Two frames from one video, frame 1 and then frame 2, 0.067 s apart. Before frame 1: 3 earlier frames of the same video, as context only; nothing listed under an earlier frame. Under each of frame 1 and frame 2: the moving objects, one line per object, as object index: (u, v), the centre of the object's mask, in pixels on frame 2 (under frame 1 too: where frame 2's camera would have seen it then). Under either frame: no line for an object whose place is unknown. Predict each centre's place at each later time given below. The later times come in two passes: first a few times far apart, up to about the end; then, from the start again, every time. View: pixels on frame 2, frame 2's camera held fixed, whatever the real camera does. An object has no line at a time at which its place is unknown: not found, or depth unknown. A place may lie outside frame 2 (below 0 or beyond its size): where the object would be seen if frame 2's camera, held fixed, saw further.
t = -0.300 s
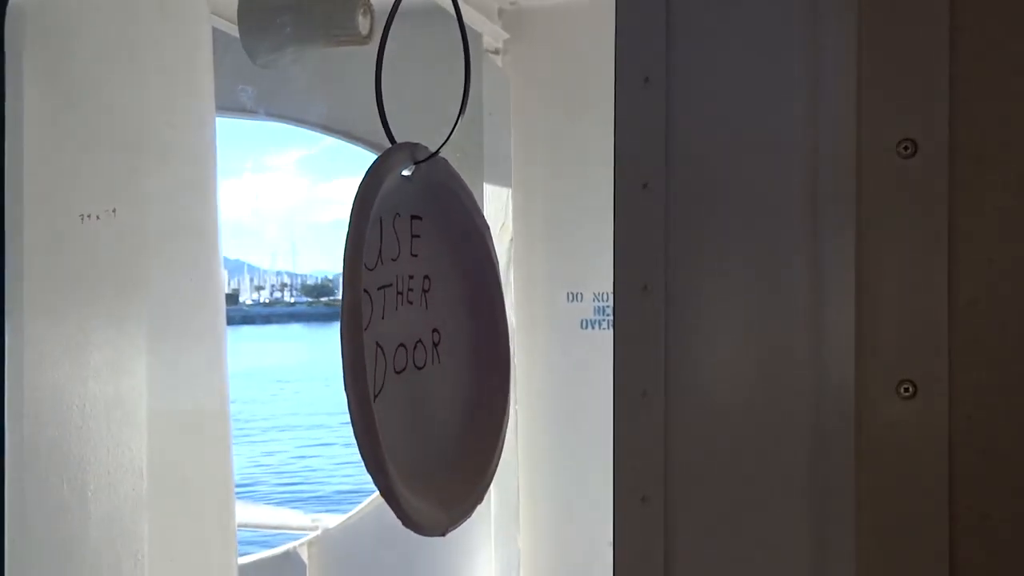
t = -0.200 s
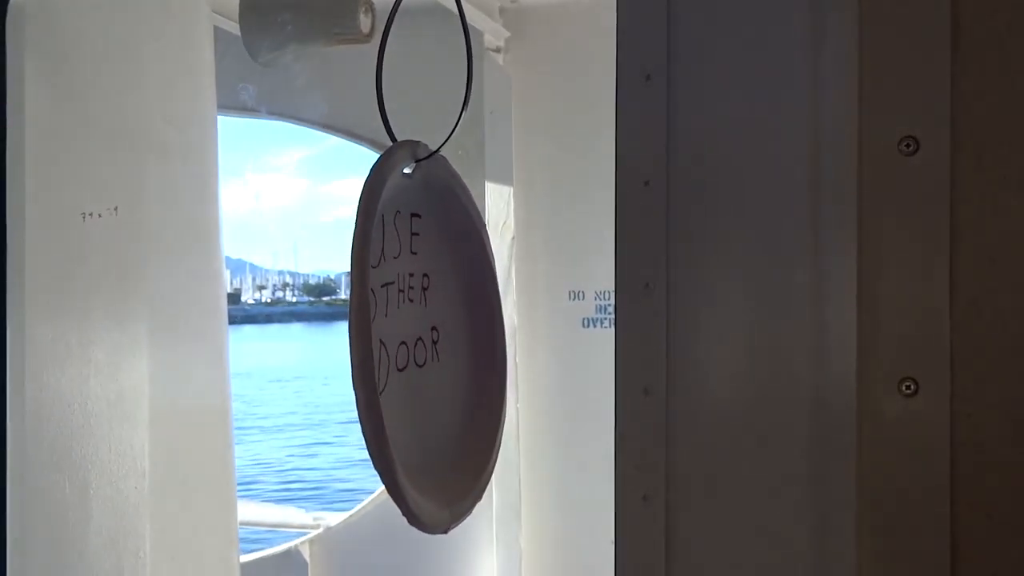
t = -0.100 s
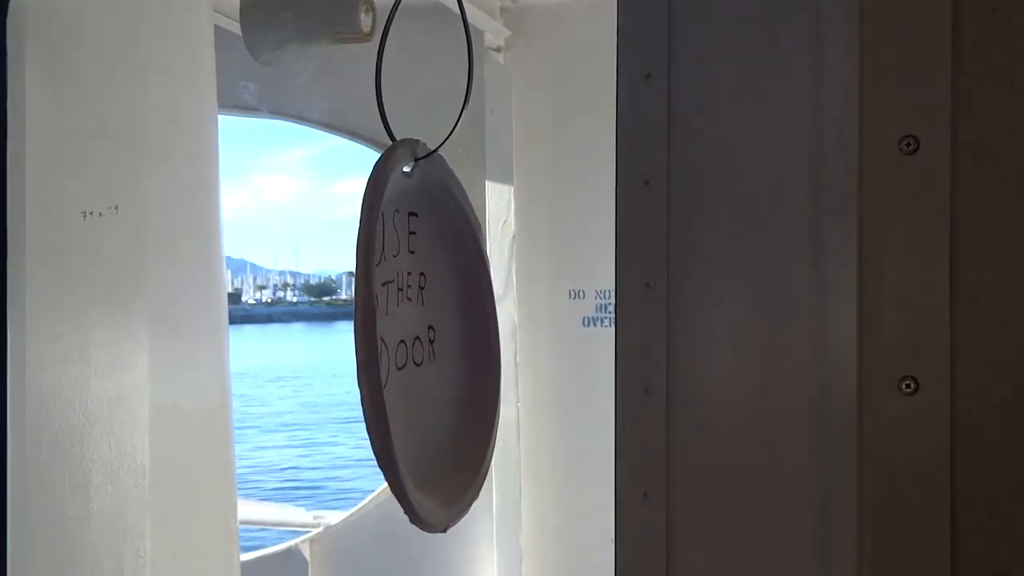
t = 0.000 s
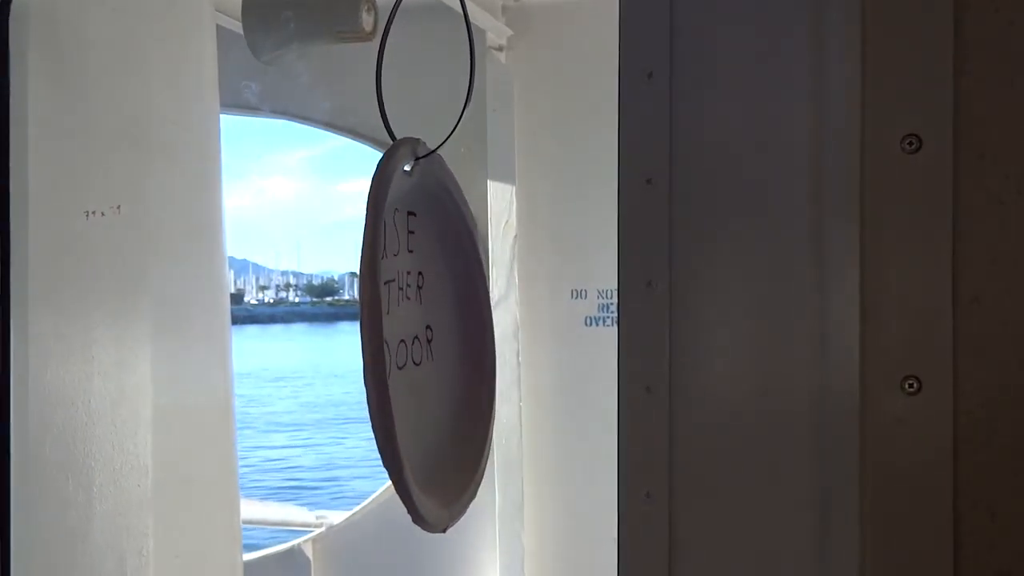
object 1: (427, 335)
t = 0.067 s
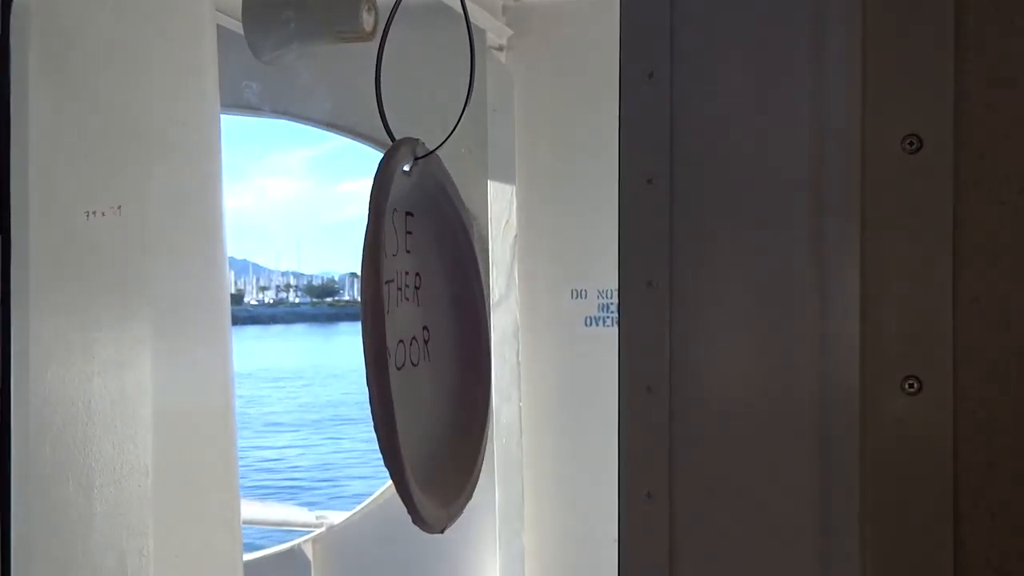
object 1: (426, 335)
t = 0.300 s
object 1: (418, 334)
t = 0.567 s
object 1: (413, 333)
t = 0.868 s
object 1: (416, 333)
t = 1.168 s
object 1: (430, 335)
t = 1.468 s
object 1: (435, 336)
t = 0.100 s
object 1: (425, 336)
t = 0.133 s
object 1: (423, 336)
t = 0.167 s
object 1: (422, 336)
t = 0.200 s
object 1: (421, 336)
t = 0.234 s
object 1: (420, 335)
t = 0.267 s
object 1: (419, 335)
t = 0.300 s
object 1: (418, 334)
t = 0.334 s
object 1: (416, 335)
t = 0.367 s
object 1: (416, 334)
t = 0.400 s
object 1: (415, 333)
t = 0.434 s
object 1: (414, 333)
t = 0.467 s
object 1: (413, 332)
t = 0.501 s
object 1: (413, 333)
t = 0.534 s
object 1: (413, 332)
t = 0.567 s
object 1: (413, 333)
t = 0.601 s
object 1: (413, 333)
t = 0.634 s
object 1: (414, 333)
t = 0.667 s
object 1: (415, 333)
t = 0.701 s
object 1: (415, 333)
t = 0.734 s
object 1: (416, 333)
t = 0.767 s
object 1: (416, 332)
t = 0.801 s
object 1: (416, 333)
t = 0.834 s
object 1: (417, 332)
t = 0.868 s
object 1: (416, 333)
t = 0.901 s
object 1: (418, 334)
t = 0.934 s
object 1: (420, 334)
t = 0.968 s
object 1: (422, 334)
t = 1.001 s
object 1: (424, 334)
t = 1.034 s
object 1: (425, 335)
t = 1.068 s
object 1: (426, 335)
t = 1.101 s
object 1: (428, 335)
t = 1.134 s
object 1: (429, 336)
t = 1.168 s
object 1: (430, 335)
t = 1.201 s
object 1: (431, 336)
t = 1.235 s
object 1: (432, 336)
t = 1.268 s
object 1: (433, 335)
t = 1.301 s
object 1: (434, 336)
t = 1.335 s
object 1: (434, 336)
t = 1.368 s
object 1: (435, 336)
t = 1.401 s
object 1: (434, 336)
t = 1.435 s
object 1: (435, 336)
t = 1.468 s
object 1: (435, 336)
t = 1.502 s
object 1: (435, 336)
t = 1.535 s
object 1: (435, 337)
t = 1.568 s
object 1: (435, 336)
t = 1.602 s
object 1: (435, 336)
